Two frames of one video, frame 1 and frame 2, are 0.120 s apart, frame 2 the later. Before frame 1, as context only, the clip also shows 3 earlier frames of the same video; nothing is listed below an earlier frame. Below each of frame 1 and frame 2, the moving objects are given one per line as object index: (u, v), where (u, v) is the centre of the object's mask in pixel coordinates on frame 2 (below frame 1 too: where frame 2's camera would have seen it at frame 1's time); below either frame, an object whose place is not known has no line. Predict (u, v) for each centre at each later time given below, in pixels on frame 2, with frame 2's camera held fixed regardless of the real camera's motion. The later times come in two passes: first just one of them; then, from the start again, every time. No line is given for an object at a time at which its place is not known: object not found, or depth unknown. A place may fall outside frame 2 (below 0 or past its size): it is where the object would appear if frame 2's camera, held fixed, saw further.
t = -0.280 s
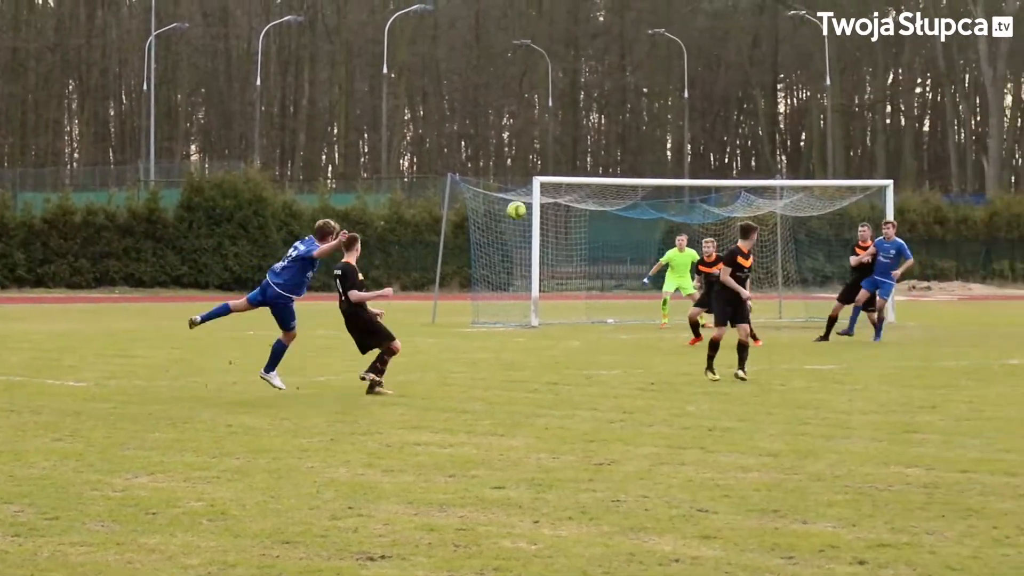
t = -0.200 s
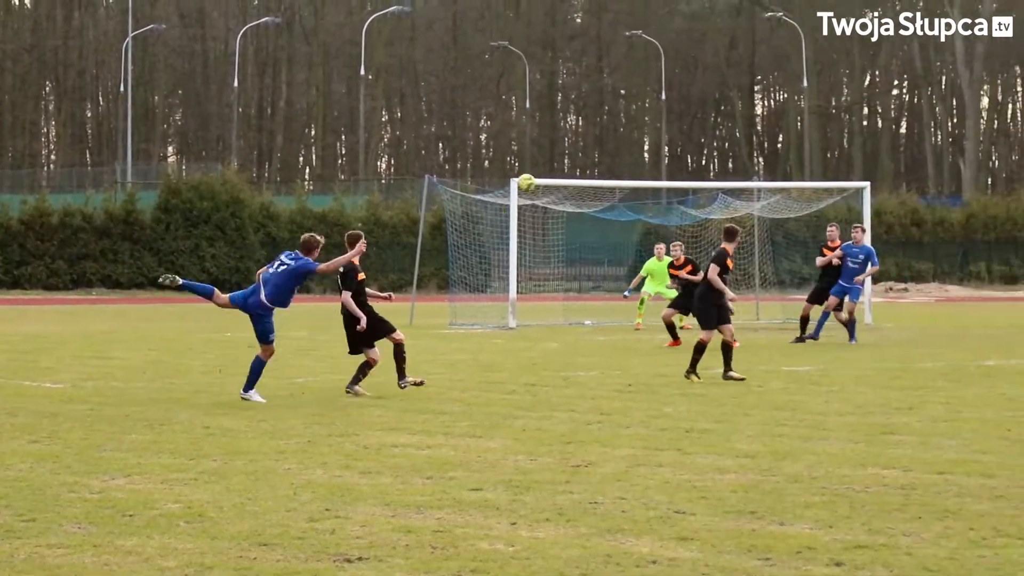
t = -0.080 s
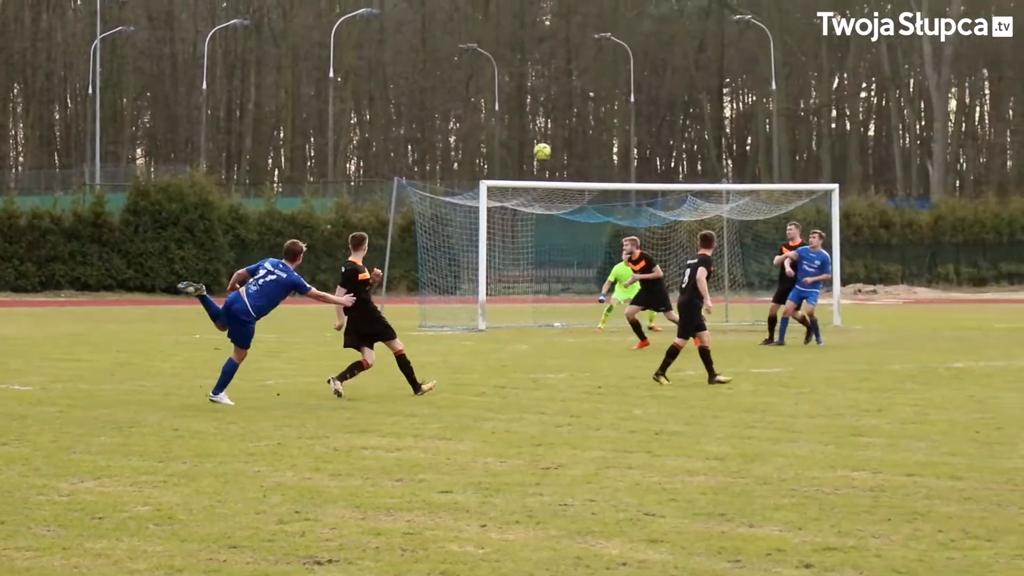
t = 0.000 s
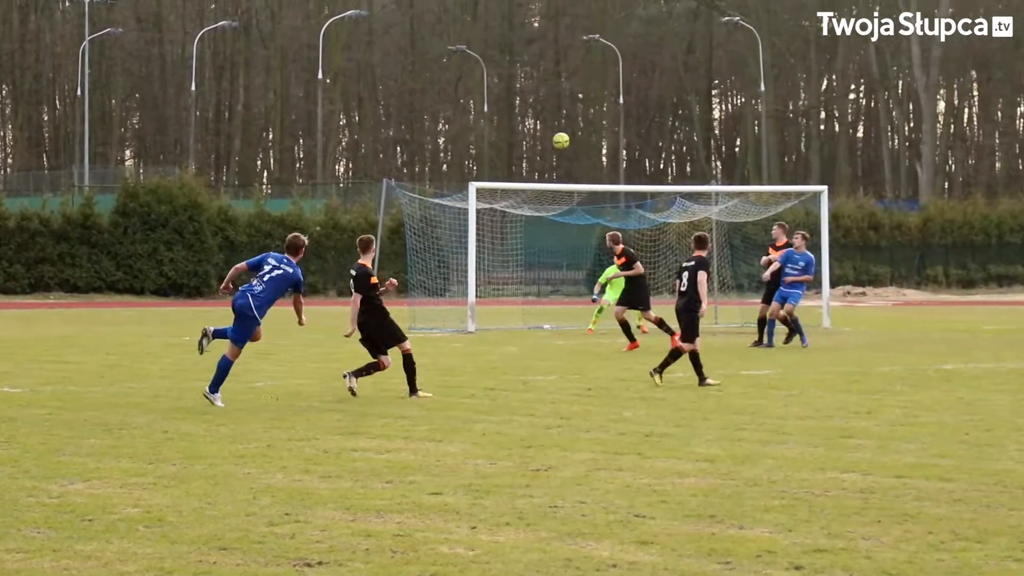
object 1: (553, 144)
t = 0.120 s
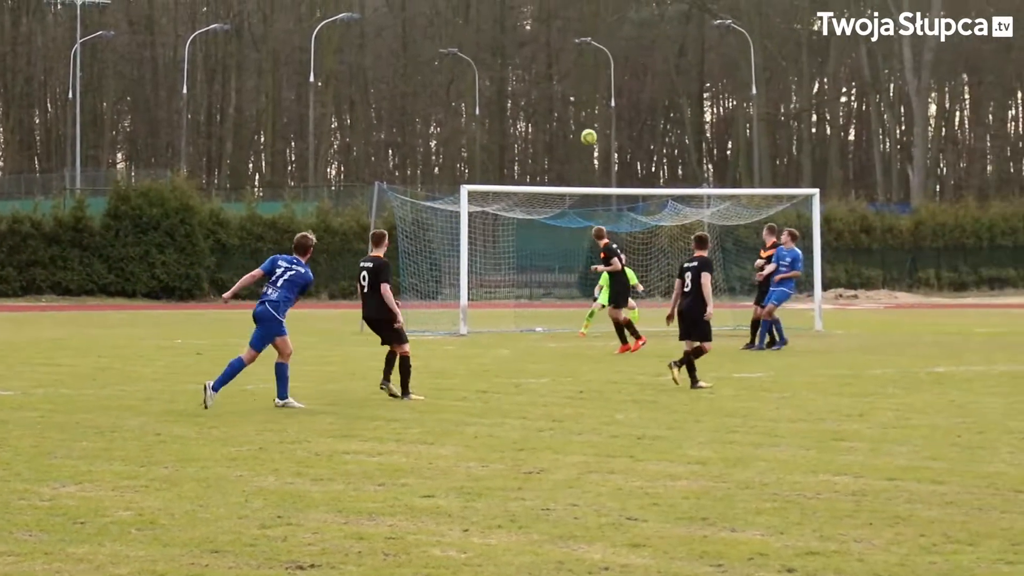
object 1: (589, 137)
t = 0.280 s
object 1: (624, 138)
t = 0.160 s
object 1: (599, 136)
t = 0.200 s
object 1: (608, 136)
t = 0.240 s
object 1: (616, 137)
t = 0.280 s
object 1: (624, 138)
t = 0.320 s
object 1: (632, 140)
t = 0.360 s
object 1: (639, 141)
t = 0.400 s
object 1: (647, 144)
